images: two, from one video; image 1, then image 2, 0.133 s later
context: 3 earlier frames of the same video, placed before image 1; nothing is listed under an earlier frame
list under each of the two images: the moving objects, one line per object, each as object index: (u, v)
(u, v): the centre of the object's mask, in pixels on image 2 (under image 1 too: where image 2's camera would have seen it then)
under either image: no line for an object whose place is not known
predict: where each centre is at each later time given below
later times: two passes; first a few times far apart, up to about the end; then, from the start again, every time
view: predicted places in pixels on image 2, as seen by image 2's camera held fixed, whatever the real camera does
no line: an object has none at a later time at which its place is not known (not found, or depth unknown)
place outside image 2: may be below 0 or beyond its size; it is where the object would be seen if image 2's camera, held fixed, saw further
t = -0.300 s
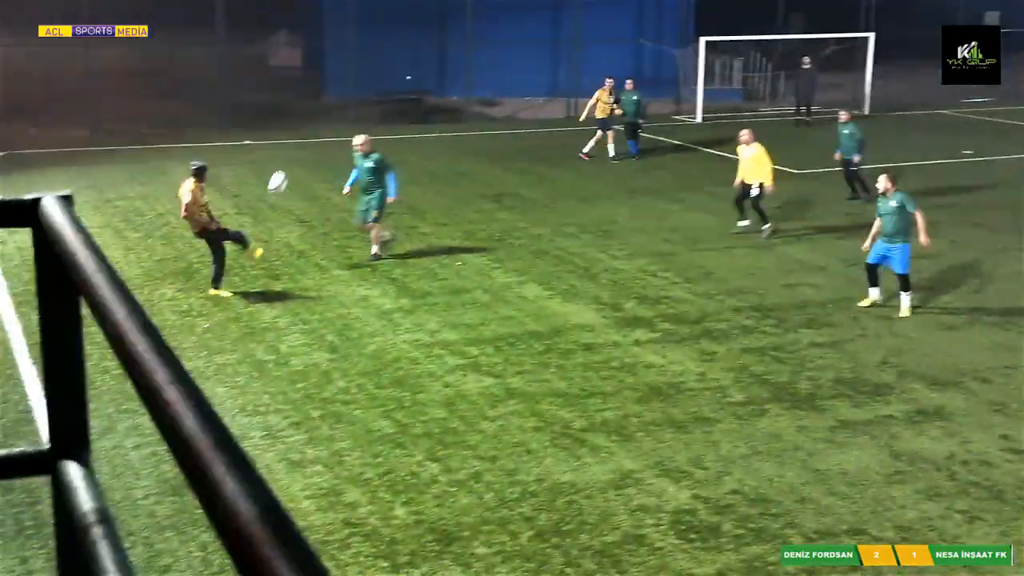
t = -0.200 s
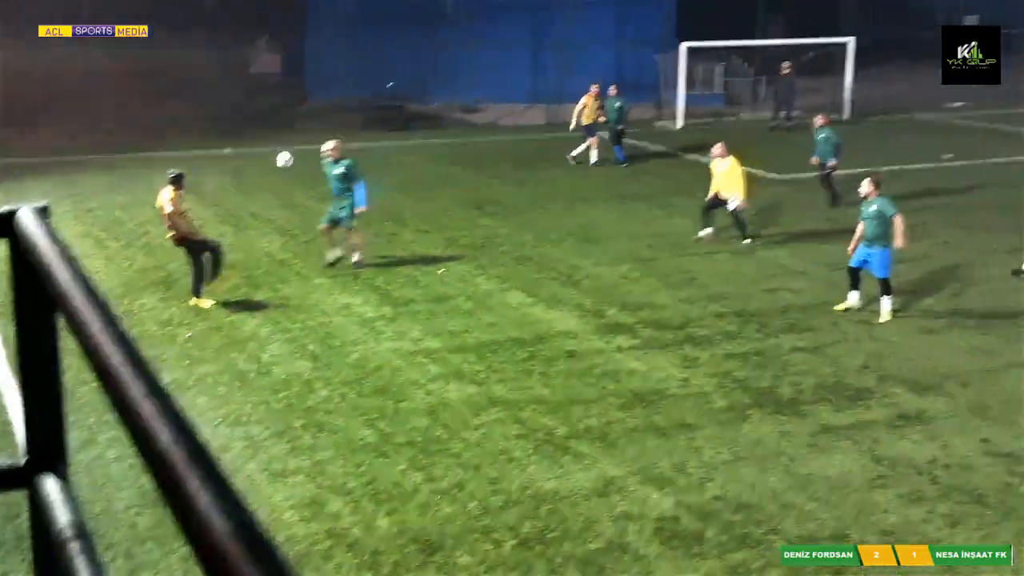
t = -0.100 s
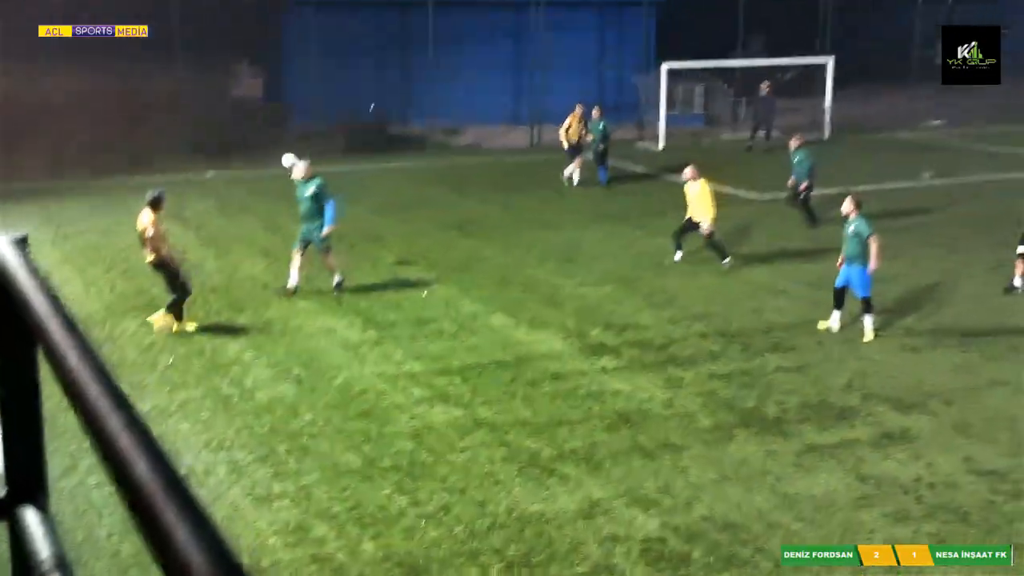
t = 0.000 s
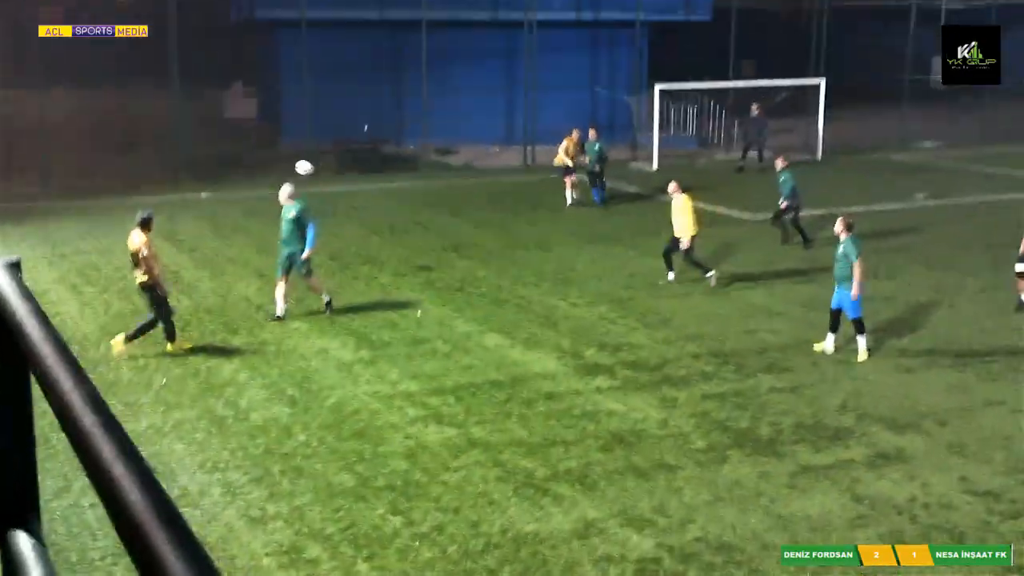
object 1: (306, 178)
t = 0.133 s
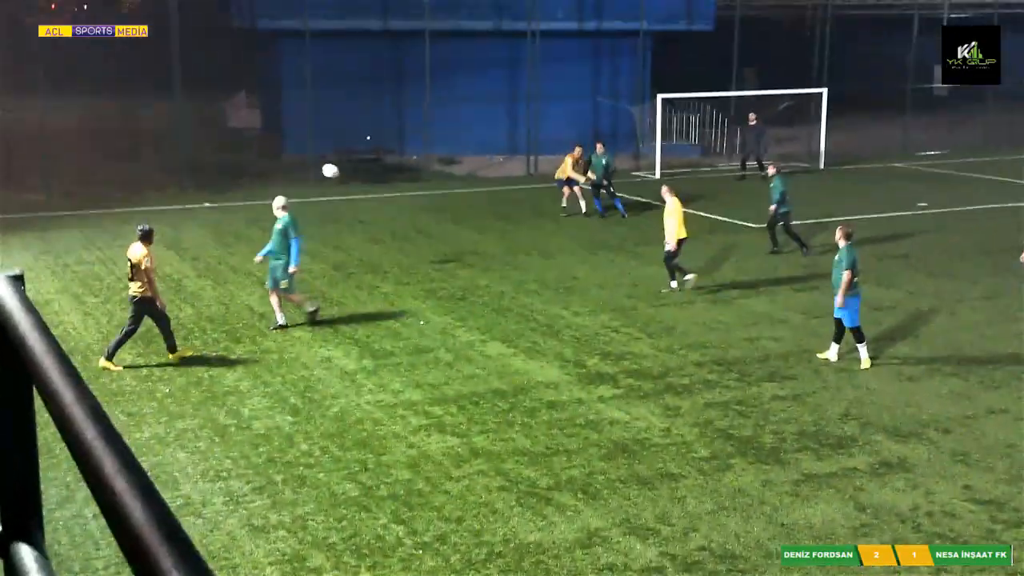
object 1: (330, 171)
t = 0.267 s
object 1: (352, 176)
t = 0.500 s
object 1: (384, 205)
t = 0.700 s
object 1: (399, 223)
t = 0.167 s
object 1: (335, 171)
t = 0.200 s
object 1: (341, 172)
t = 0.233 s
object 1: (346, 173)
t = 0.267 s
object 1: (352, 176)
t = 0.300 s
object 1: (358, 177)
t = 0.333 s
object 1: (364, 181)
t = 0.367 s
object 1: (367, 185)
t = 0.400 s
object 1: (373, 190)
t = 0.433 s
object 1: (376, 194)
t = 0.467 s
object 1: (381, 199)
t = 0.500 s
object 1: (384, 205)
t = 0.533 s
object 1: (388, 211)
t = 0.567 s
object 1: (392, 217)
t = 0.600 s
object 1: (395, 225)
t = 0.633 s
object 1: (399, 232)
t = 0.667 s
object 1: (399, 231)
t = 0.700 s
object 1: (399, 223)
